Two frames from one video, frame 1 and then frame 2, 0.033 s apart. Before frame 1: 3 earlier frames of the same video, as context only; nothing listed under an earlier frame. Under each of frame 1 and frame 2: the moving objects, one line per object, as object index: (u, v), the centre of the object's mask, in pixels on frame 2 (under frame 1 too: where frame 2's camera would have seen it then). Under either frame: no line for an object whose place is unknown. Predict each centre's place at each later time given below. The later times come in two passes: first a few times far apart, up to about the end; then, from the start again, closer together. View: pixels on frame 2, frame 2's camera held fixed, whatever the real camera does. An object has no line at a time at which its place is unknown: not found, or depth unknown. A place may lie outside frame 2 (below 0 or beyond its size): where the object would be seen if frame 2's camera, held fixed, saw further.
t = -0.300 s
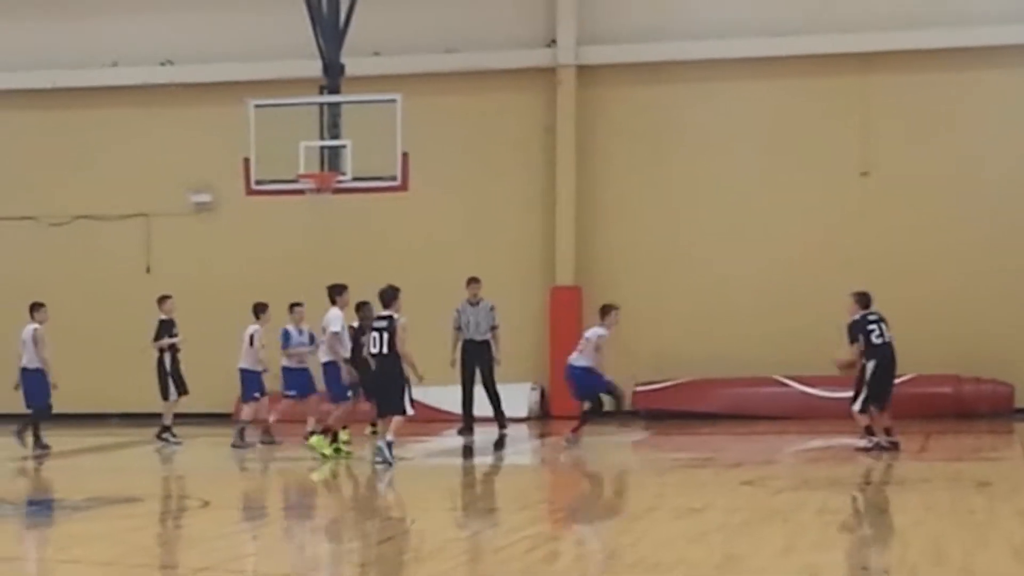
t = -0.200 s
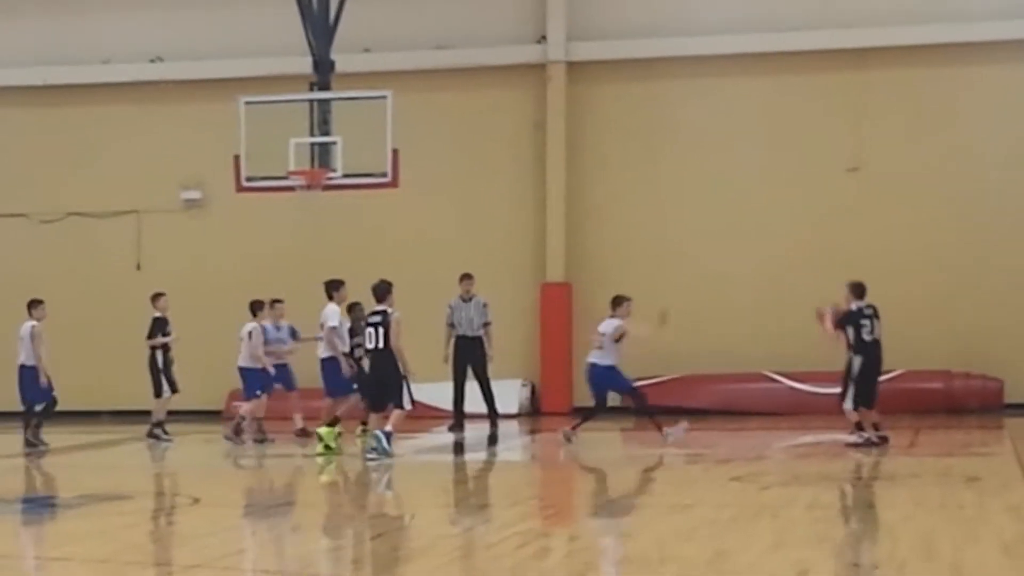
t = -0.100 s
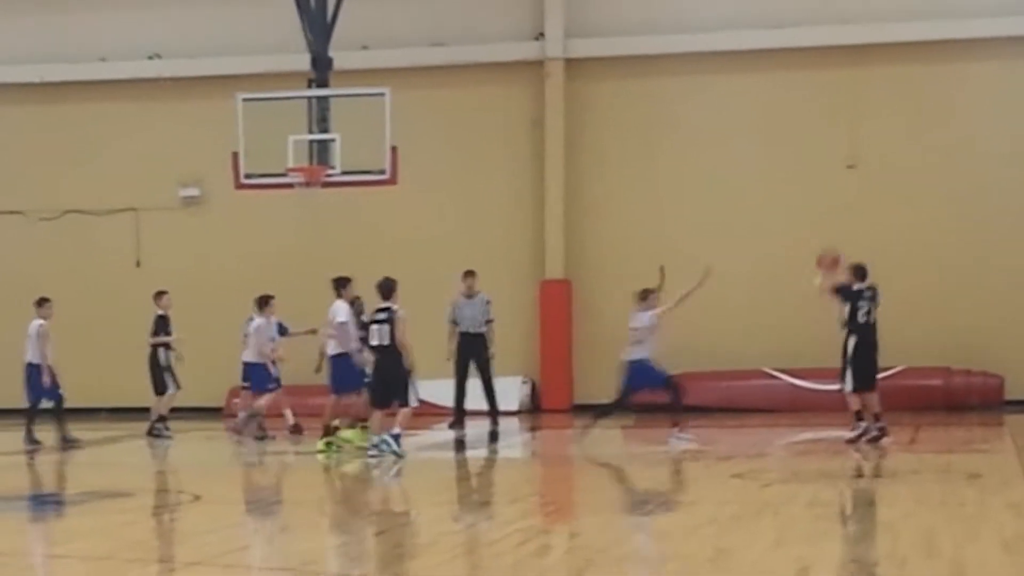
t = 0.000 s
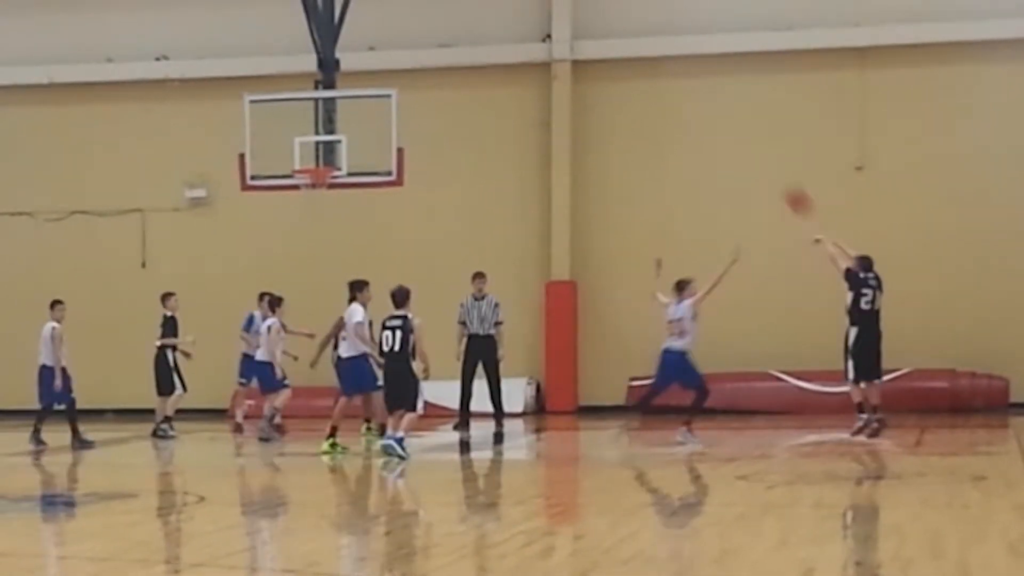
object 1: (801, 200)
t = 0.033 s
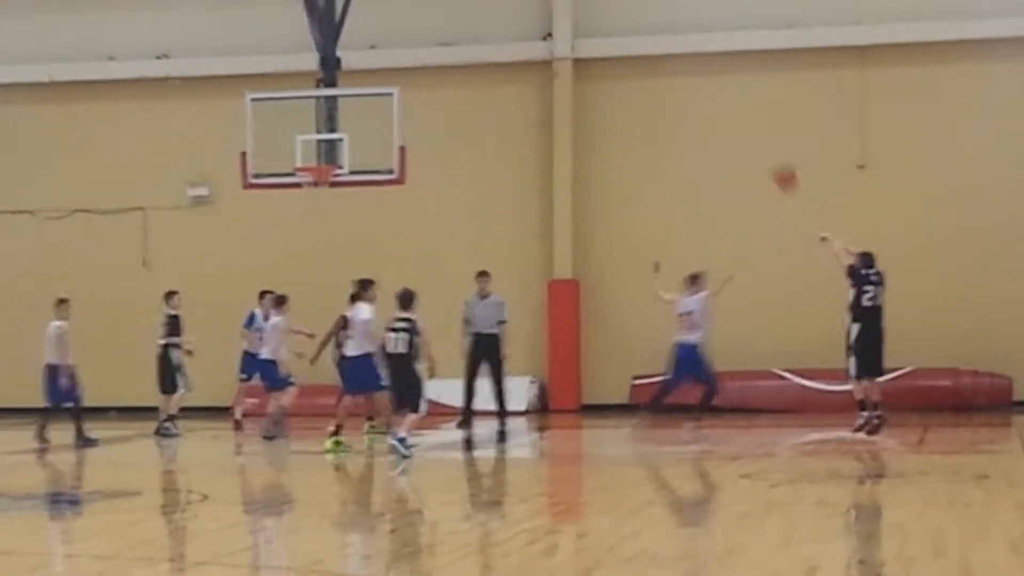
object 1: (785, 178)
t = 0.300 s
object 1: (670, 55)
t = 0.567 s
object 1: (559, 5)
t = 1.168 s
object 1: (344, 125)
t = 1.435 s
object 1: (292, 208)
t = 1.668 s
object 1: (277, 280)
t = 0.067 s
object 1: (771, 159)
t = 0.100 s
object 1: (756, 142)
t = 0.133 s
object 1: (741, 124)
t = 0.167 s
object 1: (727, 110)
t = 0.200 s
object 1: (712, 94)
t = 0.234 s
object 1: (698, 81)
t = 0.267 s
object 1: (687, 66)
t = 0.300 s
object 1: (670, 55)
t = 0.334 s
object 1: (656, 46)
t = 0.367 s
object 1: (641, 37)
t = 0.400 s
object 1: (627, 29)
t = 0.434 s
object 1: (613, 21)
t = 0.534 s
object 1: (572, 7)
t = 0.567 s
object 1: (559, 5)
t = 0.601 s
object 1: (548, 3)
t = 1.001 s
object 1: (398, 63)
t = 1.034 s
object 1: (388, 74)
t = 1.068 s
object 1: (376, 88)
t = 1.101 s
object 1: (365, 100)
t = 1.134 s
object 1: (354, 112)
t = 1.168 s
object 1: (344, 125)
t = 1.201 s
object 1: (330, 143)
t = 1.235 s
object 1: (321, 168)
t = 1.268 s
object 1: (315, 176)
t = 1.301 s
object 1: (305, 185)
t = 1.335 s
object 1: (302, 186)
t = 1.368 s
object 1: (298, 195)
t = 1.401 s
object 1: (294, 201)
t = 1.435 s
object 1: (292, 208)
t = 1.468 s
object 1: (290, 216)
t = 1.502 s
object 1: (288, 225)
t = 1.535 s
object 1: (286, 233)
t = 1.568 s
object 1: (284, 244)
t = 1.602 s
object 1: (281, 255)
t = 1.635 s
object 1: (279, 267)
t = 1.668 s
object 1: (277, 280)
